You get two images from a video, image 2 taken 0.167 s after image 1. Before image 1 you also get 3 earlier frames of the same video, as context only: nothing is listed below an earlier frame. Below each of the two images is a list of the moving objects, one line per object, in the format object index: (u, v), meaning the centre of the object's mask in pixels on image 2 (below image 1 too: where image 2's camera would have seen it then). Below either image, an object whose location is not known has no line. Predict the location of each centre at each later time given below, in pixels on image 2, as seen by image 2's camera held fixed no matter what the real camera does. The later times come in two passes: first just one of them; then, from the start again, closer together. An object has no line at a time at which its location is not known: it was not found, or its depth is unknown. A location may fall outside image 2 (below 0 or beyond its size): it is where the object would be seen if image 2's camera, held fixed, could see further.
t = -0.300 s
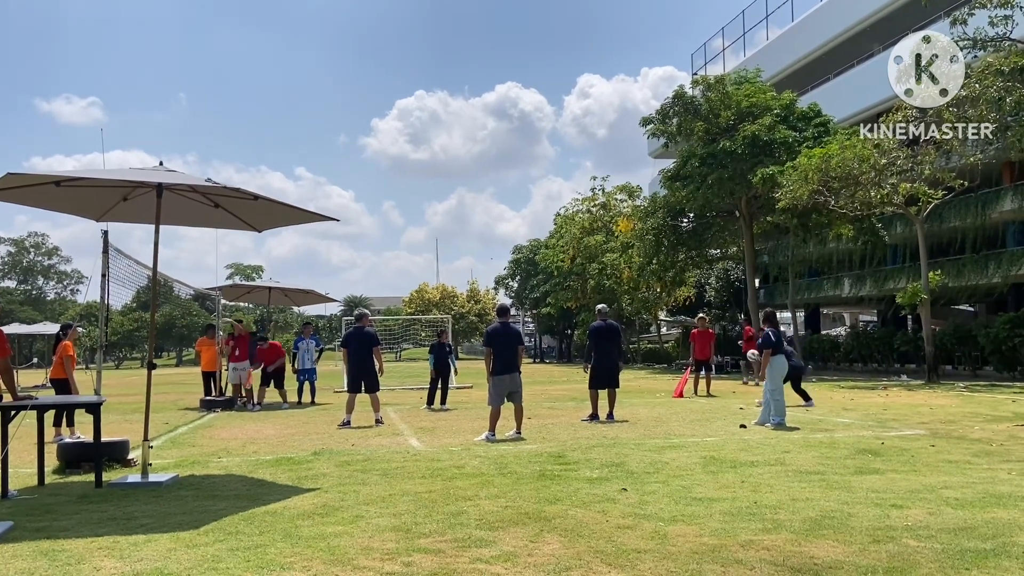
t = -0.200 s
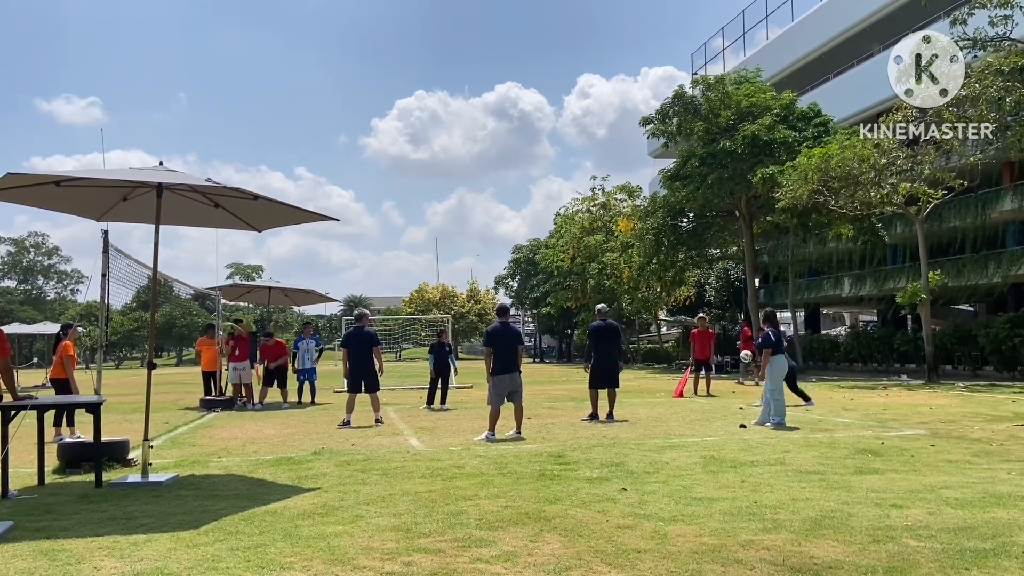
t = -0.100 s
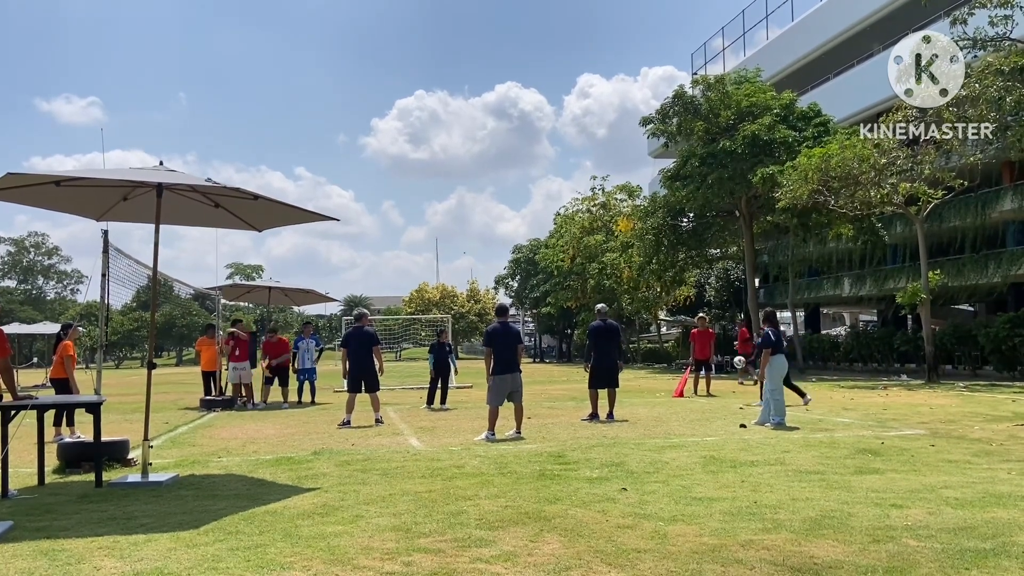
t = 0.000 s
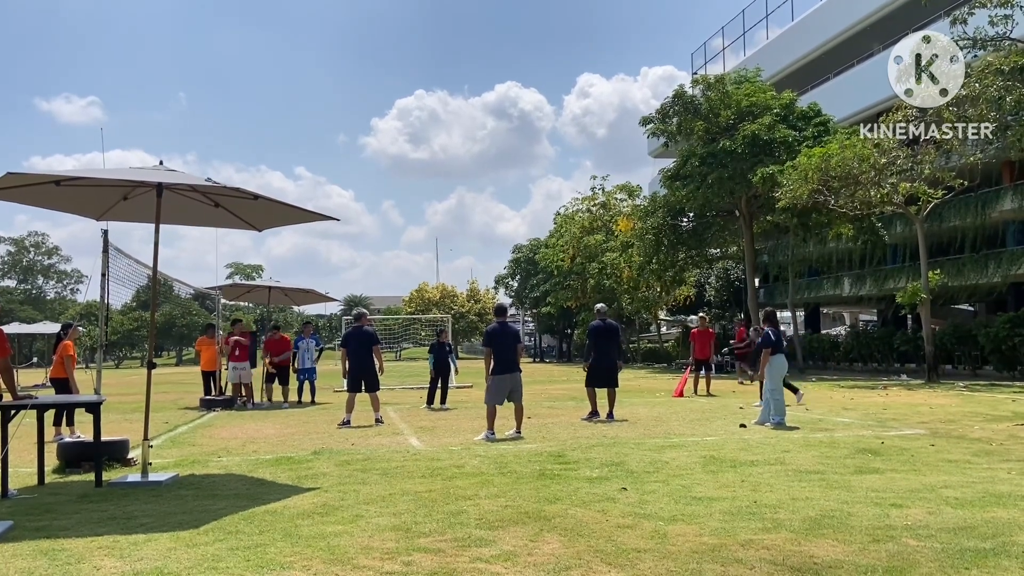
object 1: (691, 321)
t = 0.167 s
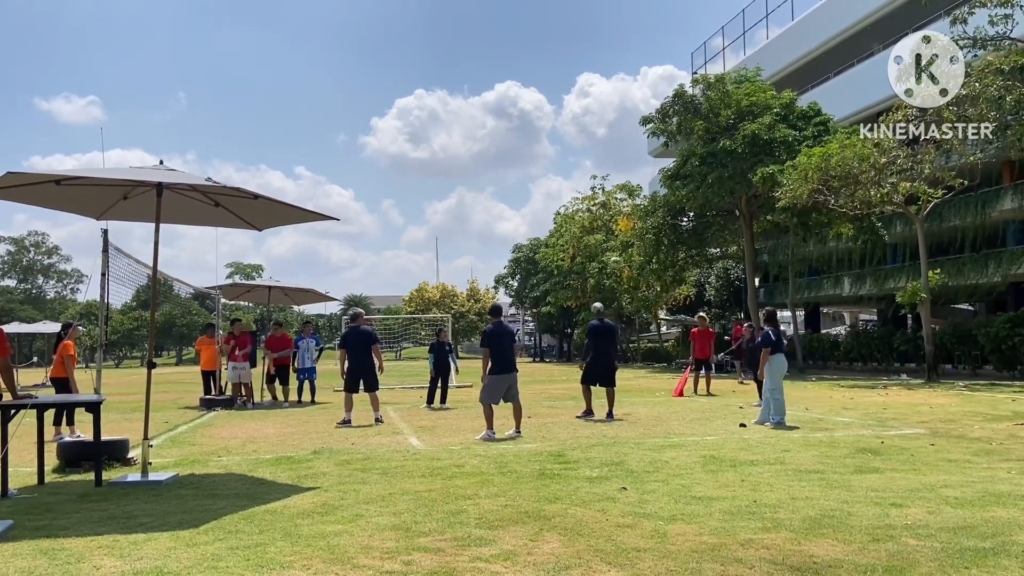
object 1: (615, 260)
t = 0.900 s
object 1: (247, 180)
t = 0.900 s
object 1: (247, 180)
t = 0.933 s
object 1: (229, 181)
